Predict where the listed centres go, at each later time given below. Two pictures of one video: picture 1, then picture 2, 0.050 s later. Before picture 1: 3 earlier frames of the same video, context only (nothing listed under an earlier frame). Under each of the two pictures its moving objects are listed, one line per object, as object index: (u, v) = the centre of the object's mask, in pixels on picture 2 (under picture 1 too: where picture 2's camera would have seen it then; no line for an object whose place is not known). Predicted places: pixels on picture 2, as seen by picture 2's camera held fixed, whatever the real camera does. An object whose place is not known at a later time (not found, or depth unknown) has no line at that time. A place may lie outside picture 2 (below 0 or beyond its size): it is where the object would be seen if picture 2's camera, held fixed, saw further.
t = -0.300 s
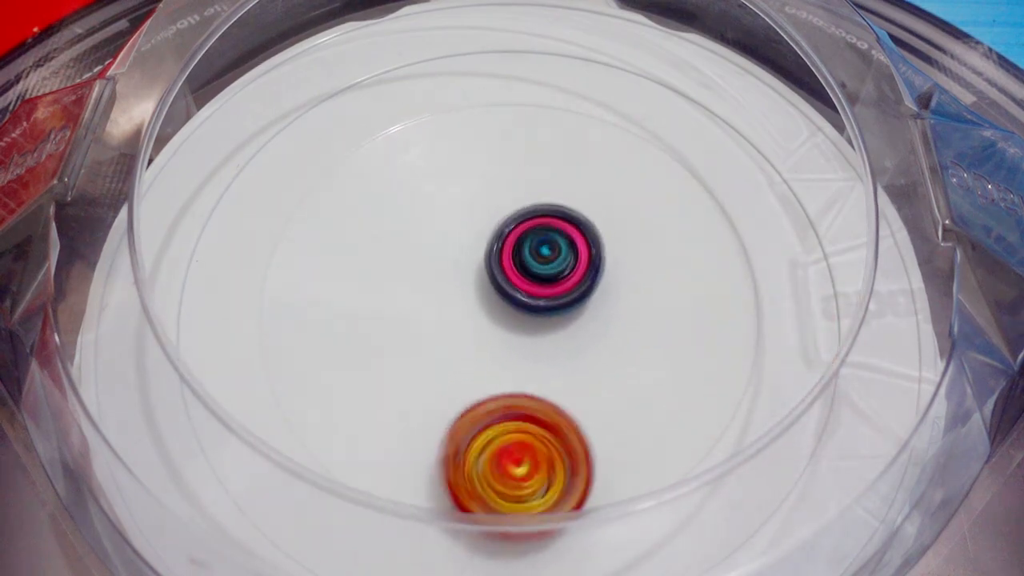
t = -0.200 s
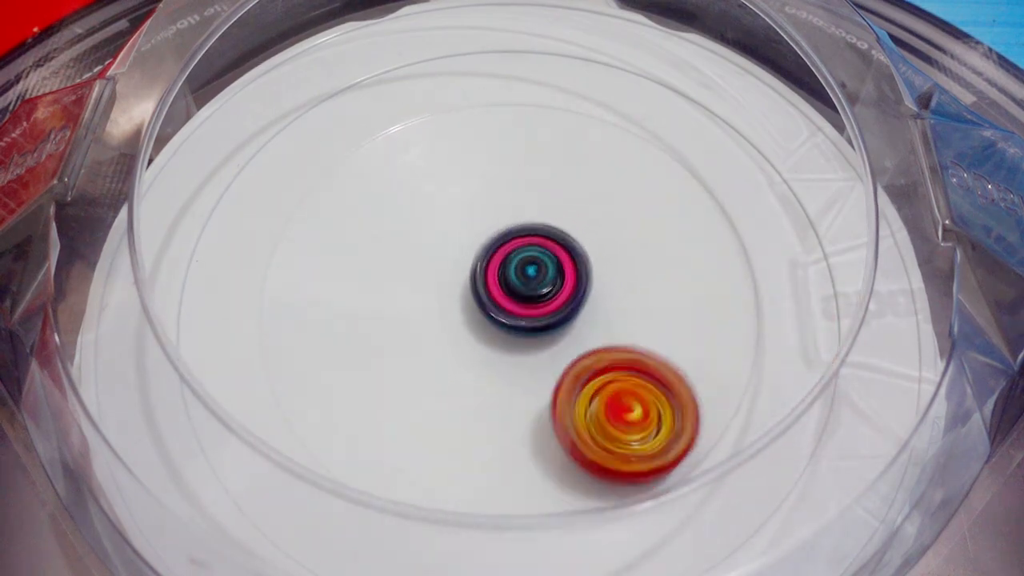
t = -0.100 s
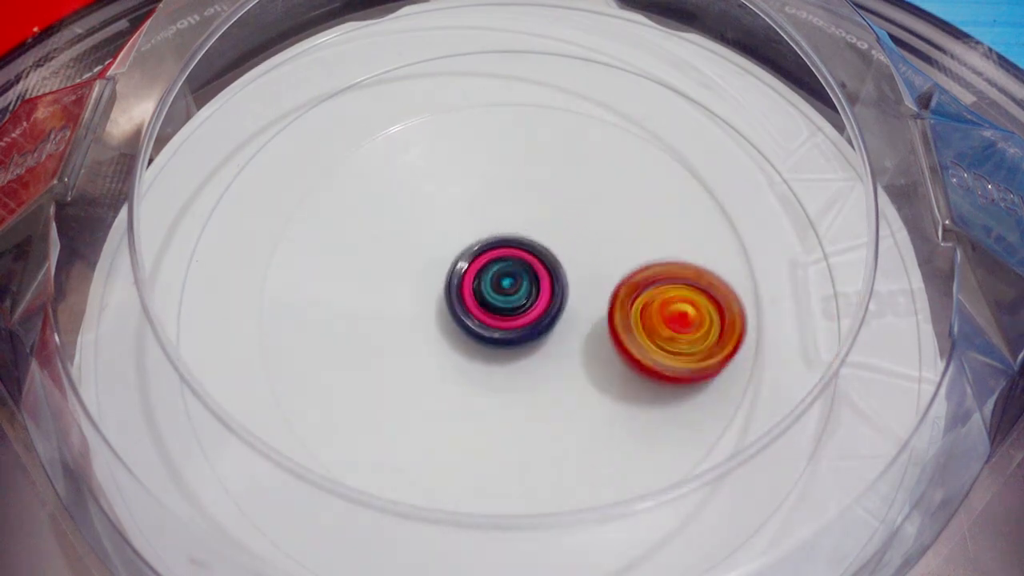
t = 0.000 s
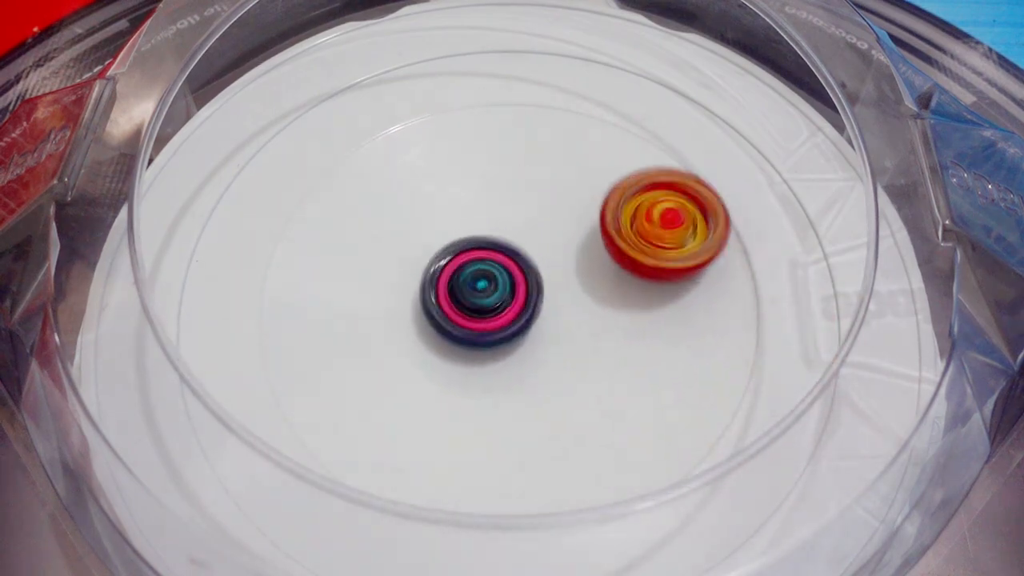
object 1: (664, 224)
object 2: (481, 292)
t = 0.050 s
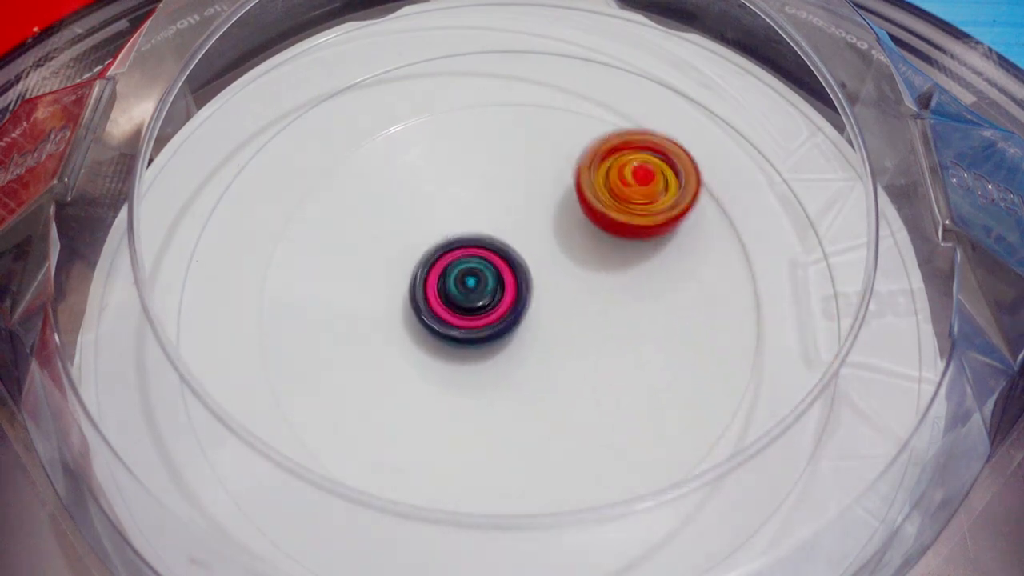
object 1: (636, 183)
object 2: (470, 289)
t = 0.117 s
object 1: (587, 142)
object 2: (459, 284)
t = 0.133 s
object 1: (572, 134)
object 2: (456, 282)
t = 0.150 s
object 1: (558, 128)
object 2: (454, 281)
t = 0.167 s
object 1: (543, 122)
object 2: (453, 278)
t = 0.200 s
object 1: (513, 115)
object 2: (451, 275)
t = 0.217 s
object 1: (497, 113)
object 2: (449, 273)
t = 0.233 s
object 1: (481, 112)
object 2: (450, 271)
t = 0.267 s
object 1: (452, 114)
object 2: (450, 268)
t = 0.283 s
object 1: (437, 116)
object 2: (450, 266)
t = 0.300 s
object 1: (424, 119)
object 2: (451, 265)
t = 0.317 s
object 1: (410, 124)
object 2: (452, 264)
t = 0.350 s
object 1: (385, 136)
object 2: (455, 262)
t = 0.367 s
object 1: (373, 143)
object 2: (456, 262)
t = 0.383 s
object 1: (362, 152)
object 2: (458, 261)
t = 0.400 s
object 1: (351, 160)
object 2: (459, 261)
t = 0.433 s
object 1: (334, 182)
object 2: (464, 261)
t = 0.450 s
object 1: (327, 194)
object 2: (466, 262)
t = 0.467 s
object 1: (320, 206)
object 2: (468, 262)
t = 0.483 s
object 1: (316, 220)
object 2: (470, 263)
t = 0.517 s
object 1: (309, 249)
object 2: (474, 265)
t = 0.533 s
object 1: (309, 263)
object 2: (476, 266)
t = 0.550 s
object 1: (309, 278)
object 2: (478, 268)
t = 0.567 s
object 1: (312, 294)
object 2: (480, 270)
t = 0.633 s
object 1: (342, 353)
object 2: (486, 277)
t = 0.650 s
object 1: (354, 367)
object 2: (488, 280)
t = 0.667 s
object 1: (368, 380)
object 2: (489, 283)
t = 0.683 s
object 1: (382, 390)
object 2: (490, 285)
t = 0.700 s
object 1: (399, 402)
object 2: (491, 287)
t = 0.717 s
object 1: (418, 411)
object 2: (492, 290)
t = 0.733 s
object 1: (436, 417)
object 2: (492, 293)
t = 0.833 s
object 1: (561, 426)
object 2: (494, 309)
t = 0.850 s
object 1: (581, 420)
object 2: (494, 312)
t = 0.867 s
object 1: (599, 412)
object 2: (493, 314)
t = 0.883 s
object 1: (616, 404)
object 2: (493, 316)
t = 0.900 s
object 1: (633, 394)
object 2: (492, 318)
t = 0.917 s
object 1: (646, 383)
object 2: (491, 320)
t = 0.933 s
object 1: (660, 371)
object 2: (490, 322)
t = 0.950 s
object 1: (671, 358)
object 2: (490, 324)
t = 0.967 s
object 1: (680, 345)
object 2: (489, 325)
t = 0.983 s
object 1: (688, 331)
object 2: (488, 327)
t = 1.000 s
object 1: (694, 318)
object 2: (487, 328)
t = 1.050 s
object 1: (704, 276)
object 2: (483, 330)
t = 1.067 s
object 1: (704, 261)
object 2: (482, 331)
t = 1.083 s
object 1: (702, 247)
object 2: (481, 331)
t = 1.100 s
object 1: (699, 235)
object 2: (480, 331)
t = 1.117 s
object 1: (694, 222)
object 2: (480, 331)
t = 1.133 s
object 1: (688, 210)
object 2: (479, 331)
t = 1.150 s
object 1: (682, 198)
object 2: (478, 331)
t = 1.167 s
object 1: (674, 187)
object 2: (477, 330)
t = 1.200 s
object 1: (656, 169)
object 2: (477, 329)
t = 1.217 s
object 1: (645, 160)
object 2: (476, 329)
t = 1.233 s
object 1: (635, 152)
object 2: (477, 328)
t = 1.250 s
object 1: (622, 146)
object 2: (476, 328)
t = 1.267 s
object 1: (609, 141)
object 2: (477, 327)
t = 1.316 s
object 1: (570, 129)
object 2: (478, 324)
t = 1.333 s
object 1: (555, 128)
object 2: (478, 323)
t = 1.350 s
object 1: (541, 127)
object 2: (480, 322)
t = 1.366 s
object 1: (527, 127)
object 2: (481, 321)
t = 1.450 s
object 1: (456, 144)
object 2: (488, 317)
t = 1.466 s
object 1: (442, 151)
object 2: (491, 316)
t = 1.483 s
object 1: (429, 160)
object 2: (492, 316)
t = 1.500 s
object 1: (417, 167)
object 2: (494, 315)
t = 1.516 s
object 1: (405, 177)
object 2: (497, 314)
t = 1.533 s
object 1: (394, 188)
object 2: (498, 313)
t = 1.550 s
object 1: (384, 200)
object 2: (501, 313)
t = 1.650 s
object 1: (350, 286)
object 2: (516, 310)
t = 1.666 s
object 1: (350, 302)
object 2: (518, 310)
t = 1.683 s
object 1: (352, 318)
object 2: (521, 310)
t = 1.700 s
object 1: (356, 335)
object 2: (523, 310)
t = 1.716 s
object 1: (363, 350)
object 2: (526, 310)
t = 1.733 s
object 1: (369, 364)
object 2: (528, 310)
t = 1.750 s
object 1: (378, 378)
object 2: (531, 311)
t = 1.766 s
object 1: (388, 391)
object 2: (533, 311)
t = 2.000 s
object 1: (612, 434)
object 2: (546, 316)
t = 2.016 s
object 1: (625, 426)
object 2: (548, 316)
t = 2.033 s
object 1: (638, 419)
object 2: (548, 316)
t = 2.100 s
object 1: (677, 377)
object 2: (547, 318)
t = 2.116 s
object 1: (683, 365)
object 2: (547, 317)
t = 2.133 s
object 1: (687, 353)
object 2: (546, 317)
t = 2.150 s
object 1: (689, 340)
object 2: (546, 317)
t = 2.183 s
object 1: (692, 314)
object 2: (545, 316)
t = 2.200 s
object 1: (692, 302)
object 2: (544, 316)
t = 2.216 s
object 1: (690, 289)
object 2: (543, 315)
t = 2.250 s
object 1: (682, 265)
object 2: (542, 313)
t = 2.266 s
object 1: (676, 253)
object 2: (540, 313)
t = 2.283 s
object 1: (668, 241)
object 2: (541, 312)
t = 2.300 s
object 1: (659, 230)
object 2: (539, 310)
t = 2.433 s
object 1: (558, 170)
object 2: (533, 298)
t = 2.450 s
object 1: (543, 167)
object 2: (532, 297)
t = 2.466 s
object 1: (528, 164)
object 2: (532, 295)
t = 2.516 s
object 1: (480, 165)
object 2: (531, 290)
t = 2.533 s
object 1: (464, 167)
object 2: (529, 288)
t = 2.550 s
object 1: (449, 171)
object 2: (530, 287)
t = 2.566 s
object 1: (434, 176)
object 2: (529, 285)
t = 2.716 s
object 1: (339, 257)
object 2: (529, 273)
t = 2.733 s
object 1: (334, 269)
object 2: (529, 272)
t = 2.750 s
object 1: (330, 281)
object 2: (530, 270)
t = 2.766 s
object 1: (327, 295)
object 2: (530, 270)
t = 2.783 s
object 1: (327, 307)
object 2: (530, 270)
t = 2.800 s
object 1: (328, 320)
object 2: (530, 269)
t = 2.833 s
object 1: (334, 344)
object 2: (530, 268)
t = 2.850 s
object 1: (340, 357)
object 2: (530, 267)
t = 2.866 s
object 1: (345, 368)
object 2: (530, 268)
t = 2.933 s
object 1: (386, 407)
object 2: (530, 267)
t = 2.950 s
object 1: (398, 414)
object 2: (529, 266)
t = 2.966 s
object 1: (411, 421)
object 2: (530, 266)
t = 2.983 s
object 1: (426, 426)
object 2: (529, 266)
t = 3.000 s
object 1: (441, 430)
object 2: (529, 266)
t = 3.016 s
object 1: (457, 433)
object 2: (529, 266)
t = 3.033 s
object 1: (472, 435)
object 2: (528, 266)
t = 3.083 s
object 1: (520, 433)
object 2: (527, 267)
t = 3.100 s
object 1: (536, 428)
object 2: (526, 267)
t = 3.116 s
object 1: (551, 423)
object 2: (526, 267)
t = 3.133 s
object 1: (566, 416)
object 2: (525, 268)
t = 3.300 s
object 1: (647, 298)
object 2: (514, 271)
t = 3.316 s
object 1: (648, 285)
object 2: (514, 271)
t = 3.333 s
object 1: (647, 271)
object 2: (512, 272)
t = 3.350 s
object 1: (643, 258)
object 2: (510, 272)
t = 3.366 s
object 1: (639, 244)
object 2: (510, 272)
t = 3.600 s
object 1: (492, 145)
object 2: (488, 274)
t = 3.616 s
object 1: (479, 145)
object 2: (487, 273)
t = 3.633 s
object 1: (468, 146)
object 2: (486, 274)
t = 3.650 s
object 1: (455, 149)
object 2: (485, 274)
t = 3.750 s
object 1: (392, 179)
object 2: (480, 274)
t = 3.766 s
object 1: (384, 186)
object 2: (480, 274)
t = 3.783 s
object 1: (377, 195)
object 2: (479, 274)
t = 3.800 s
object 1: (370, 205)
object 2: (478, 274)
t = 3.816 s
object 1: (365, 215)
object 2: (478, 274)
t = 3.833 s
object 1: (360, 226)
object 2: (478, 274)
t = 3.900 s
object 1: (328, 266)
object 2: (500, 278)
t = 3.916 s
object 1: (322, 277)
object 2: (506, 280)
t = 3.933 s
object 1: (319, 289)
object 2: (510, 281)
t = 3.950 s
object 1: (317, 301)
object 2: (514, 283)
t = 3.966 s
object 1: (318, 314)
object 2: (518, 285)
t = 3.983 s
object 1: (319, 325)
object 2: (519, 288)
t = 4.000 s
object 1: (323, 336)
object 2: (521, 289)
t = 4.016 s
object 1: (328, 348)
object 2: (522, 293)
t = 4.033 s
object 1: (333, 359)
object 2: (522, 295)
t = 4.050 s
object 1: (340, 370)
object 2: (522, 298)
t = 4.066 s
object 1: (347, 380)
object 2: (522, 300)
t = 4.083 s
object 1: (356, 390)
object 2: (522, 303)
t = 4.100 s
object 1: (366, 398)
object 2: (521, 306)
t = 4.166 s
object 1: (420, 423)
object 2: (517, 315)
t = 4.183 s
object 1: (434, 426)
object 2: (516, 317)
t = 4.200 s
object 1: (450, 429)
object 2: (516, 319)
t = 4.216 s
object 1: (465, 431)
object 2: (513, 320)
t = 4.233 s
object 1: (481, 432)
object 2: (513, 320)
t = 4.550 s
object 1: (693, 288)
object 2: (488, 324)
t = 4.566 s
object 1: (694, 277)
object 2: (488, 325)
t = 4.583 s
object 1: (693, 265)
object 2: (487, 325)
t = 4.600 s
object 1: (691, 254)
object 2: (487, 324)
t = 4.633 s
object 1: (682, 234)
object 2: (487, 324)
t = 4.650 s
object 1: (676, 224)
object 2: (487, 324)
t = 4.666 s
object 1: (670, 216)
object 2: (486, 324)
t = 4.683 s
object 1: (662, 207)
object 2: (487, 323)
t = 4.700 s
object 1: (654, 199)
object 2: (488, 323)
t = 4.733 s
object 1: (636, 185)
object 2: (487, 322)
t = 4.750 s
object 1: (627, 178)
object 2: (488, 323)
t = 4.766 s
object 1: (616, 173)
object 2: (488, 321)
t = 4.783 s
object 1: (606, 168)
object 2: (489, 321)
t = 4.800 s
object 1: (593, 165)
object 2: (489, 321)
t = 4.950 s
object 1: (477, 168)
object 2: (498, 315)
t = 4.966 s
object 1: (465, 173)
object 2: (500, 314)
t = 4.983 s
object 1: (452, 180)
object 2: (500, 313)
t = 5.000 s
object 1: (440, 187)
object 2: (503, 312)
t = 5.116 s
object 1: (377, 259)
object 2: (514, 308)
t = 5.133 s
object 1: (372, 272)
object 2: (516, 308)
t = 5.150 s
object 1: (369, 284)
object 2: (518, 308)
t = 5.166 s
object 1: (367, 297)
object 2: (520, 306)
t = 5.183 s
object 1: (368, 310)
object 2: (522, 306)
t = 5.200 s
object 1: (368, 323)
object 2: (523, 306)
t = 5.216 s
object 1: (372, 336)
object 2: (525, 306)
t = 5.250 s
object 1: (381, 361)
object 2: (527, 304)
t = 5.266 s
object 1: (387, 372)
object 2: (530, 304)
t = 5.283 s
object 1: (396, 383)
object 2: (531, 305)
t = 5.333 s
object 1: (427, 408)
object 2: (535, 304)
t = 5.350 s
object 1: (438, 415)
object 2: (536, 303)
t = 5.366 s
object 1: (451, 421)
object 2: (538, 303)
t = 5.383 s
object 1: (463, 426)
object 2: (538, 303)
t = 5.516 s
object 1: (567, 423)
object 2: (543, 302)
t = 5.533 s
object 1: (579, 418)
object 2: (544, 302)
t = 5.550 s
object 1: (589, 411)
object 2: (543, 302)
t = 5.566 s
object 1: (600, 405)
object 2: (543, 301)
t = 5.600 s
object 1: (618, 389)
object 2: (541, 301)
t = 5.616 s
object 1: (628, 383)
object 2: (539, 300)
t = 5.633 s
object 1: (644, 381)
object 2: (534, 296)
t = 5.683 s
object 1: (677, 363)
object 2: (515, 280)
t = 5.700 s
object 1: (685, 355)
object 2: (510, 275)
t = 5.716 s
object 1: (692, 347)
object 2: (506, 272)
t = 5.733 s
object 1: (696, 337)
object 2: (503, 269)
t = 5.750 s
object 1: (700, 328)
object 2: (501, 265)
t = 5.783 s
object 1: (705, 308)
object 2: (498, 260)
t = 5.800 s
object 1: (705, 299)
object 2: (497, 258)
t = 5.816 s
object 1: (705, 289)
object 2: (498, 256)
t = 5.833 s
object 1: (703, 279)
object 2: (500, 254)
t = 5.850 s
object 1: (701, 270)
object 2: (500, 252)
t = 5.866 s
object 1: (697, 260)
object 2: (501, 251)
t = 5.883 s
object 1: (692, 252)
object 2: (502, 250)
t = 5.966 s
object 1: (653, 216)
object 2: (507, 248)
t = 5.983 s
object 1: (644, 210)
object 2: (508, 249)
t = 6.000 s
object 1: (633, 205)
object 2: (510, 249)
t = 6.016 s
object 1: (622, 200)
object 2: (510, 250)
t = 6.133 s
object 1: (554, 170)
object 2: (486, 271)
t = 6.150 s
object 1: (541, 169)
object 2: (484, 272)
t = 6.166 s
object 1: (529, 169)
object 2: (481, 274)
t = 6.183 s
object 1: (518, 165)
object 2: (478, 280)
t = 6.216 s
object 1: (495, 162)
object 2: (472, 290)
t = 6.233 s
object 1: (483, 163)
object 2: (471, 294)
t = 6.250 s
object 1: (471, 164)
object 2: (467, 297)
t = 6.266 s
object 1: (460, 168)
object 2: (465, 299)
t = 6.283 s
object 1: (449, 172)
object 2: (462, 302)
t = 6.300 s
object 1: (438, 176)
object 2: (460, 302)
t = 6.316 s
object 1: (427, 182)
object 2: (458, 303)
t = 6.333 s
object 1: (418, 188)
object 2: (454, 301)
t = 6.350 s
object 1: (408, 194)
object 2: (453, 303)
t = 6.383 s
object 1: (391, 202)
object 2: (452, 308)
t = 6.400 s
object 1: (383, 209)
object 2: (451, 311)
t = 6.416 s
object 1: (376, 216)
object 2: (452, 312)
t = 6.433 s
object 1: (366, 219)
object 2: (458, 318)
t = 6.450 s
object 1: (355, 220)
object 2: (465, 326)
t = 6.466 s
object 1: (346, 224)
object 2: (472, 332)
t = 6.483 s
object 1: (339, 229)
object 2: (478, 337)
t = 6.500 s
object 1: (332, 235)
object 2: (483, 342)
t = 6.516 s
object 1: (327, 241)
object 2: (488, 346)
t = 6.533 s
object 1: (322, 248)
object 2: (493, 349)
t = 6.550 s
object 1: (319, 256)
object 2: (497, 352)
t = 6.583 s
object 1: (314, 272)
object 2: (503, 356)
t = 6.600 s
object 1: (313, 279)
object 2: (505, 357)
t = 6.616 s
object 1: (314, 288)
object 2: (507, 358)
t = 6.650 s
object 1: (318, 305)
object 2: (508, 359)
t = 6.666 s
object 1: (322, 312)
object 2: (508, 360)
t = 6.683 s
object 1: (327, 321)
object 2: (508, 360)
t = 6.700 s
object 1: (333, 328)
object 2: (507, 361)
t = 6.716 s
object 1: (340, 335)
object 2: (506, 361)
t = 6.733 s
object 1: (349, 342)
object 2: (506, 361)
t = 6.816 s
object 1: (374, 371)
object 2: (527, 356)
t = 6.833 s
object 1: (379, 375)
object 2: (535, 354)
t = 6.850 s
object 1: (385, 379)
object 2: (541, 351)
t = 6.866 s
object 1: (394, 383)
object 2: (547, 348)
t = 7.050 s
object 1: (486, 382)
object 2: (599, 314)
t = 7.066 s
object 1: (494, 380)
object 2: (602, 311)
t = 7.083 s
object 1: (500, 376)
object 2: (605, 308)
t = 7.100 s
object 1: (505, 373)
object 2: (608, 304)
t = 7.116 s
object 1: (508, 369)
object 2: (612, 299)
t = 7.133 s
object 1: (513, 365)
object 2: (615, 296)
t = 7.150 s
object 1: (516, 361)
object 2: (618, 292)
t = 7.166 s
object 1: (516, 358)
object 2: (623, 287)
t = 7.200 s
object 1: (516, 351)
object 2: (632, 276)
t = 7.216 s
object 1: (516, 347)
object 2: (637, 271)
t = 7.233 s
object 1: (517, 343)
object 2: (639, 268)
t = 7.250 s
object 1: (516, 338)
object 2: (642, 265)
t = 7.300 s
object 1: (514, 323)
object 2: (647, 261)
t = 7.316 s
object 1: (512, 318)
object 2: (648, 260)
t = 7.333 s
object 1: (510, 313)
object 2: (648, 260)
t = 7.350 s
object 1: (507, 308)
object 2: (649, 259)
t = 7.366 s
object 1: (504, 303)
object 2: (648, 259)
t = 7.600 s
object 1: (446, 256)
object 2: (585, 272)
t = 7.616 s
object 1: (443, 255)
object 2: (578, 272)
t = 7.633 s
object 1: (438, 255)
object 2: (571, 273)
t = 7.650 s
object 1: (436, 255)
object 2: (564, 273)
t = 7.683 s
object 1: (431, 256)
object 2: (549, 273)
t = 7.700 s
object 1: (427, 257)
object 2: (543, 274)
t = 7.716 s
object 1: (416, 255)
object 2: (543, 273)
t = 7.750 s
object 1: (391, 257)
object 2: (550, 267)
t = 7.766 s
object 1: (381, 259)
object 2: (554, 266)
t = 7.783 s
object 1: (372, 260)
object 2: (556, 262)
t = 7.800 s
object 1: (366, 263)
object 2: (558, 262)
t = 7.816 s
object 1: (360, 266)
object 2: (558, 259)
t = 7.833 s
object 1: (355, 269)
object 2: (558, 258)
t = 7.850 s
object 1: (350, 272)
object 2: (556, 256)
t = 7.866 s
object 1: (347, 276)
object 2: (553, 255)
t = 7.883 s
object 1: (344, 279)
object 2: (550, 252)
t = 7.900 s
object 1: (343, 282)
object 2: (546, 251)
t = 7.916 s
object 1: (342, 285)
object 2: (543, 248)
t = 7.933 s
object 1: (342, 289)
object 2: (538, 247)
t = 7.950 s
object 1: (343, 292)
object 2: (535, 244)
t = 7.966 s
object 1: (345, 295)
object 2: (530, 242)
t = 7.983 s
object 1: (347, 298)
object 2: (527, 240)
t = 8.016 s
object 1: (354, 304)
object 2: (519, 237)
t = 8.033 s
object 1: (358, 307)
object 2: (514, 235)
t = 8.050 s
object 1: (364, 310)
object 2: (512, 234)
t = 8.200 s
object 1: (435, 326)
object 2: (482, 226)
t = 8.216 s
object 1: (446, 327)
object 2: (479, 226)
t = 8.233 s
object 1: (456, 327)
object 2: (476, 225)
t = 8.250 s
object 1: (465, 326)
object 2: (474, 225)
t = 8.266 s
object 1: (475, 326)
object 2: (472, 225)
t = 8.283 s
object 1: (485, 326)
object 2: (470, 226)
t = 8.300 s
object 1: (496, 328)
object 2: (468, 227)
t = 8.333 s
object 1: (517, 330)
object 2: (464, 231)
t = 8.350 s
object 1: (527, 329)
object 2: (461, 234)
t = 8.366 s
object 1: (537, 328)
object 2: (460, 238)
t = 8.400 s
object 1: (555, 322)
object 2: (457, 246)
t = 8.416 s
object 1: (563, 319)
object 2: (455, 250)
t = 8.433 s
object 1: (572, 314)
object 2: (454, 254)
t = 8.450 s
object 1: (579, 310)
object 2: (452, 258)
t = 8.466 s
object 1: (586, 304)
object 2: (450, 263)
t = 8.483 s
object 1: (592, 299)
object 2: (449, 267)
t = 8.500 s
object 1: (597, 292)
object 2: (447, 271)
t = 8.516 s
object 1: (602, 286)
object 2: (446, 275)
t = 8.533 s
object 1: (604, 280)
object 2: (445, 279)
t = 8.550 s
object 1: (606, 273)
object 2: (445, 283)
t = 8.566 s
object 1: (607, 267)
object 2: (444, 287)
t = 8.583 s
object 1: (608, 261)
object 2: (444, 291)
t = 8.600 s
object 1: (608, 255)
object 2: (443, 296)
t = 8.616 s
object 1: (607, 249)
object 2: (443, 299)
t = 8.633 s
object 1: (605, 244)
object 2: (442, 304)
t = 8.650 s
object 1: (603, 239)
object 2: (443, 307)
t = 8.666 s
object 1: (600, 235)
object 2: (442, 311)
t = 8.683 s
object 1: (596, 231)
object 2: (443, 315)
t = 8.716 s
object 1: (587, 225)
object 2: (444, 322)
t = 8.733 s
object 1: (582, 222)
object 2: (444, 326)
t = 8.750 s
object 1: (576, 221)
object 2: (445, 329)
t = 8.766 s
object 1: (570, 219)
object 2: (445, 331)
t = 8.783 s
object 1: (564, 218)
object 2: (446, 335)
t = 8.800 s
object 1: (557, 218)
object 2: (447, 337)
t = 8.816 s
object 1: (551, 218)
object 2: (448, 340)
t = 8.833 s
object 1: (542, 219)
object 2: (449, 342)
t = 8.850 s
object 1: (535, 221)
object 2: (451, 345)
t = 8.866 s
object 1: (527, 223)
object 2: (452, 346)
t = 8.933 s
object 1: (499, 239)
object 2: (460, 354)
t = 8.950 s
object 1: (493, 243)
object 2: (462, 356)
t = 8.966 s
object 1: (487, 247)
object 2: (464, 360)
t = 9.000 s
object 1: (479, 248)
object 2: (468, 372)
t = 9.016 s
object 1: (474, 250)
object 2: (471, 374)
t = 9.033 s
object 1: (470, 254)
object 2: (473, 378)
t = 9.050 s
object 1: (466, 259)
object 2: (475, 380)
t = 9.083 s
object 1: (460, 269)
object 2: (481, 385)
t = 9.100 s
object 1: (458, 273)
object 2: (483, 388)
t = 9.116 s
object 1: (458, 272)
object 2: (487, 395)
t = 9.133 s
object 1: (454, 269)
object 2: (490, 402)
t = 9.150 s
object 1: (452, 267)
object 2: (495, 405)
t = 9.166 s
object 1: (451, 266)
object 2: (500, 408)
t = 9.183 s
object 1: (450, 264)
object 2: (504, 411)
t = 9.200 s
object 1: (450, 264)
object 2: (508, 412)
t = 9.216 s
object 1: (450, 264)
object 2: (512, 412)
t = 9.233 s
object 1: (451, 265)
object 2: (515, 413)
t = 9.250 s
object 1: (449, 266)
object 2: (520, 413)
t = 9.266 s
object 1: (450, 267)
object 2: (522, 412)
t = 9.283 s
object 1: (449, 270)
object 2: (525, 410)
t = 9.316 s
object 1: (449, 273)
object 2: (531, 408)
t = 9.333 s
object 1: (449, 274)
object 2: (534, 405)
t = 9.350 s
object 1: (450, 276)
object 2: (536, 403)
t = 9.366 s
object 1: (451, 278)
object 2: (540, 401)
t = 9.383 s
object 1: (453, 279)
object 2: (542, 399)
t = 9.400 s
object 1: (454, 281)
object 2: (544, 396)
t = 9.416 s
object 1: (455, 283)
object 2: (546, 392)
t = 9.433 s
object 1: (458, 285)
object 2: (548, 388)
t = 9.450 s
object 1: (460, 286)
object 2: (550, 384)
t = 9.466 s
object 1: (464, 287)
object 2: (552, 381)
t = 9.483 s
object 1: (466, 288)
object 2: (555, 376)
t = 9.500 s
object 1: (468, 285)
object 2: (559, 375)
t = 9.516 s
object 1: (467, 282)
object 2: (562, 374)
